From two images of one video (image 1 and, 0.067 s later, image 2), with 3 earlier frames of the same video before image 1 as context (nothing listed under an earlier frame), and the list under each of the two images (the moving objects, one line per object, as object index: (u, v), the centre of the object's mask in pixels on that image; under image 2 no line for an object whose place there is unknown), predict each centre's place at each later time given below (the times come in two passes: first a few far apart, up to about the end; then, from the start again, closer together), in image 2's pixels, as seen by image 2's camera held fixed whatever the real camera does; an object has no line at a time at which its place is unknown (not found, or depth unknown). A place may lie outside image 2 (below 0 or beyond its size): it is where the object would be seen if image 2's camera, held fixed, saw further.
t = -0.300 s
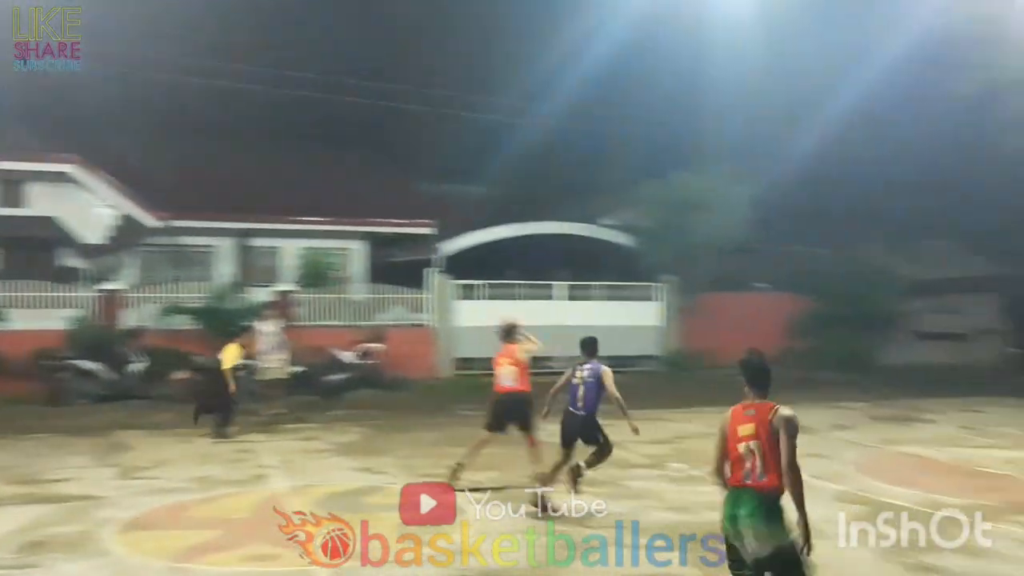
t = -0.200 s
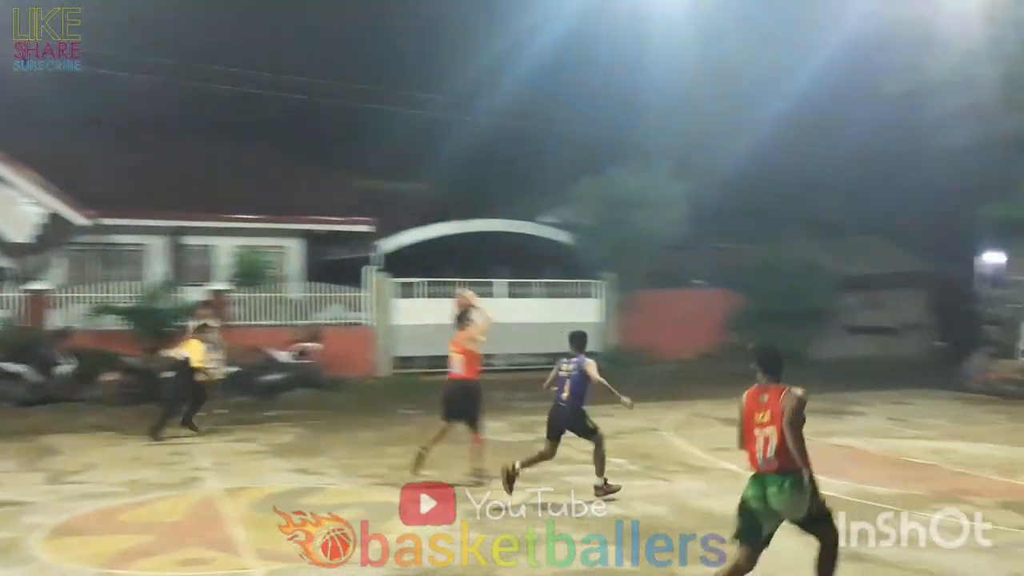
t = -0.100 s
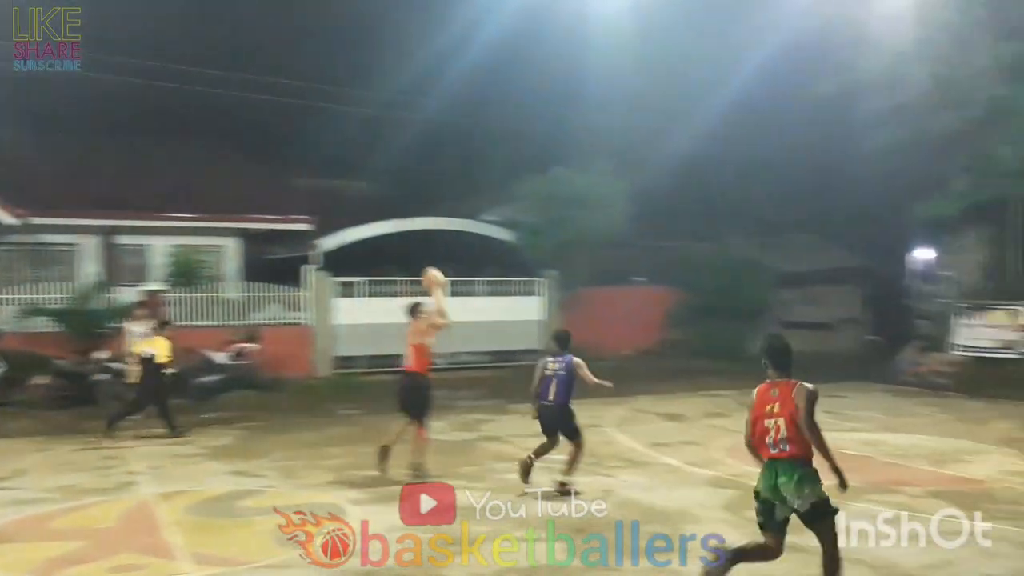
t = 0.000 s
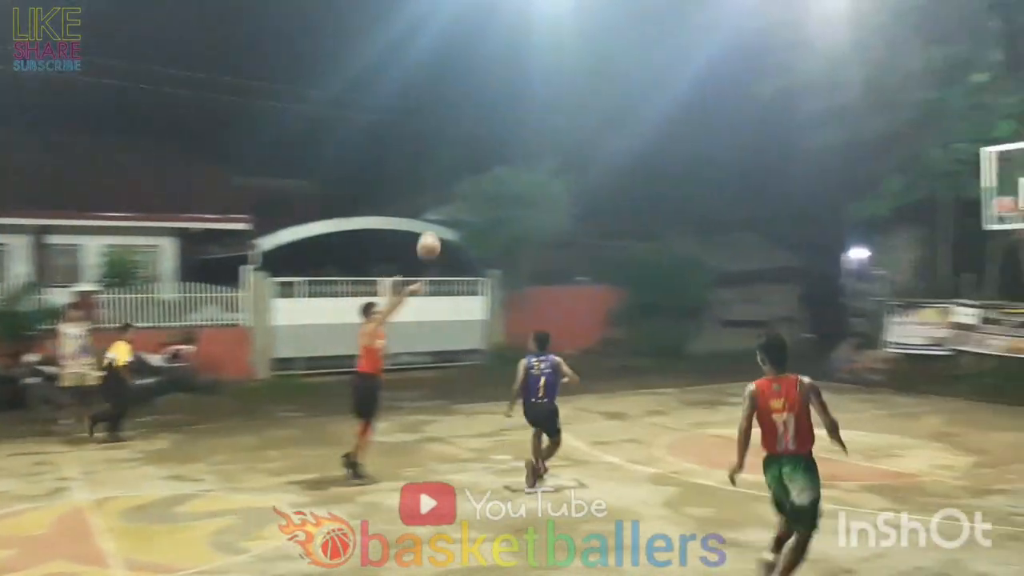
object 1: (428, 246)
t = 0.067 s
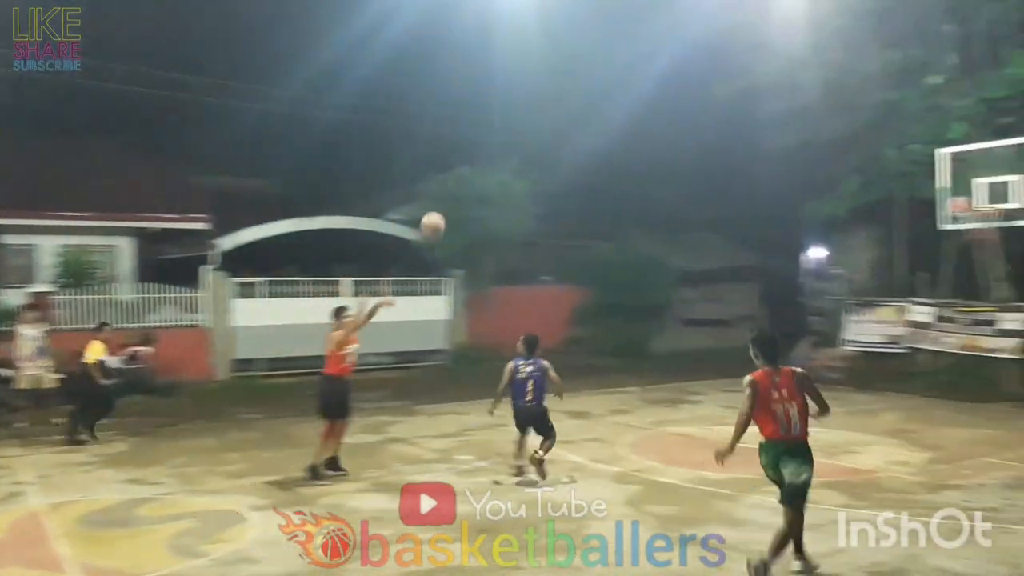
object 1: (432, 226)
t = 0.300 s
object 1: (582, 187)
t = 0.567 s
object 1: (759, 207)
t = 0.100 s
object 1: (453, 217)
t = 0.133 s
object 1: (474, 210)
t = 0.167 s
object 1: (494, 202)
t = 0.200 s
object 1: (516, 197)
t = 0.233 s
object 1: (538, 193)
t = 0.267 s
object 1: (560, 190)
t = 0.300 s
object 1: (582, 187)
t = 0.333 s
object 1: (603, 186)
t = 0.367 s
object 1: (625, 185)
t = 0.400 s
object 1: (647, 186)
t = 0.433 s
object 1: (669, 188)
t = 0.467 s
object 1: (691, 191)
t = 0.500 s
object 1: (713, 195)
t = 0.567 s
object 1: (759, 207)
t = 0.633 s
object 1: (805, 223)
